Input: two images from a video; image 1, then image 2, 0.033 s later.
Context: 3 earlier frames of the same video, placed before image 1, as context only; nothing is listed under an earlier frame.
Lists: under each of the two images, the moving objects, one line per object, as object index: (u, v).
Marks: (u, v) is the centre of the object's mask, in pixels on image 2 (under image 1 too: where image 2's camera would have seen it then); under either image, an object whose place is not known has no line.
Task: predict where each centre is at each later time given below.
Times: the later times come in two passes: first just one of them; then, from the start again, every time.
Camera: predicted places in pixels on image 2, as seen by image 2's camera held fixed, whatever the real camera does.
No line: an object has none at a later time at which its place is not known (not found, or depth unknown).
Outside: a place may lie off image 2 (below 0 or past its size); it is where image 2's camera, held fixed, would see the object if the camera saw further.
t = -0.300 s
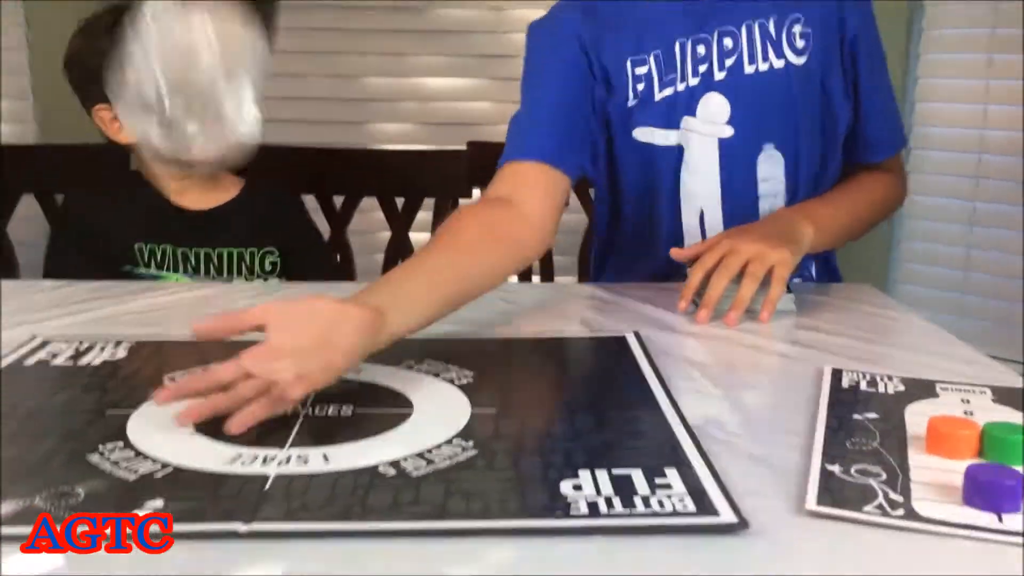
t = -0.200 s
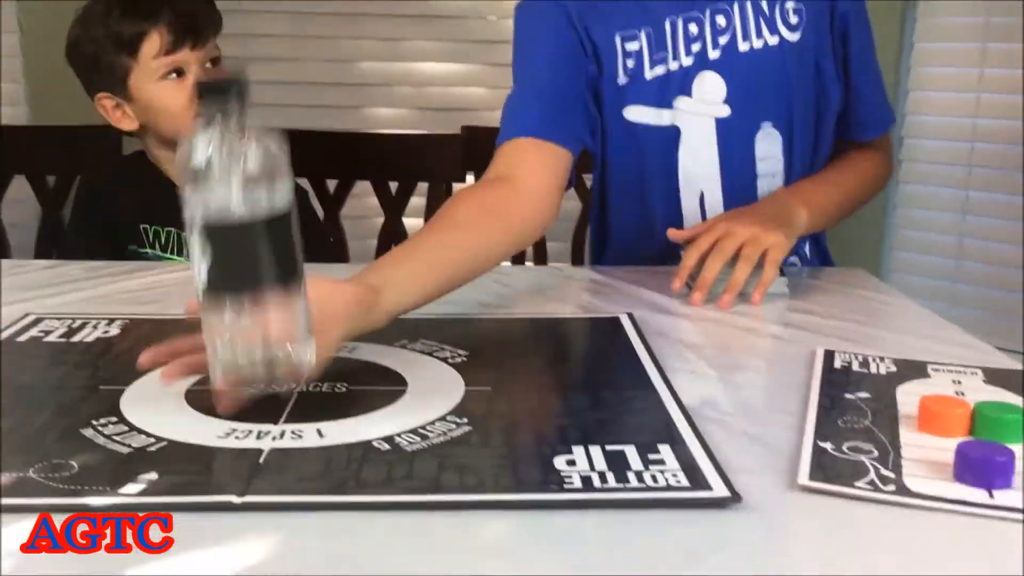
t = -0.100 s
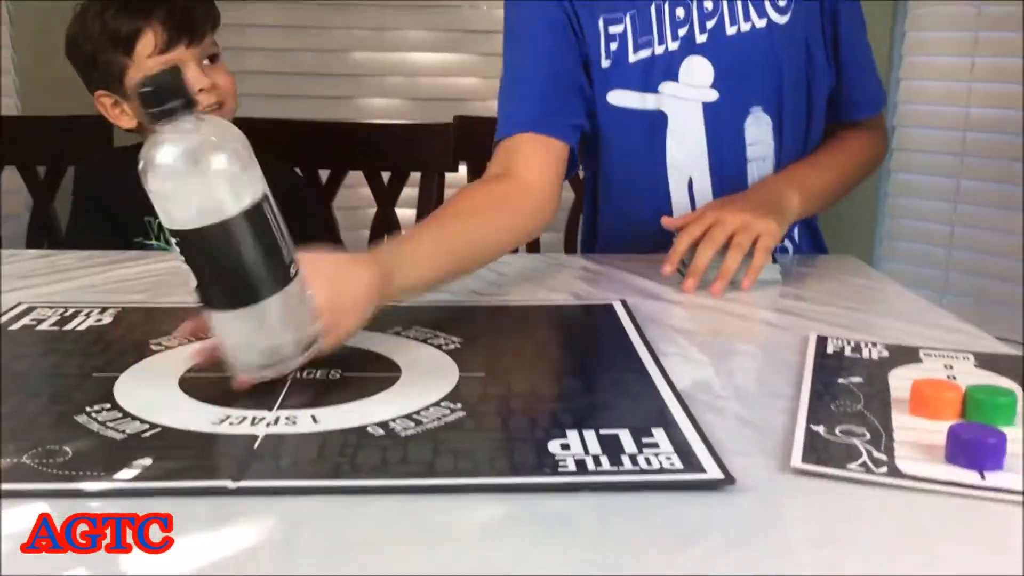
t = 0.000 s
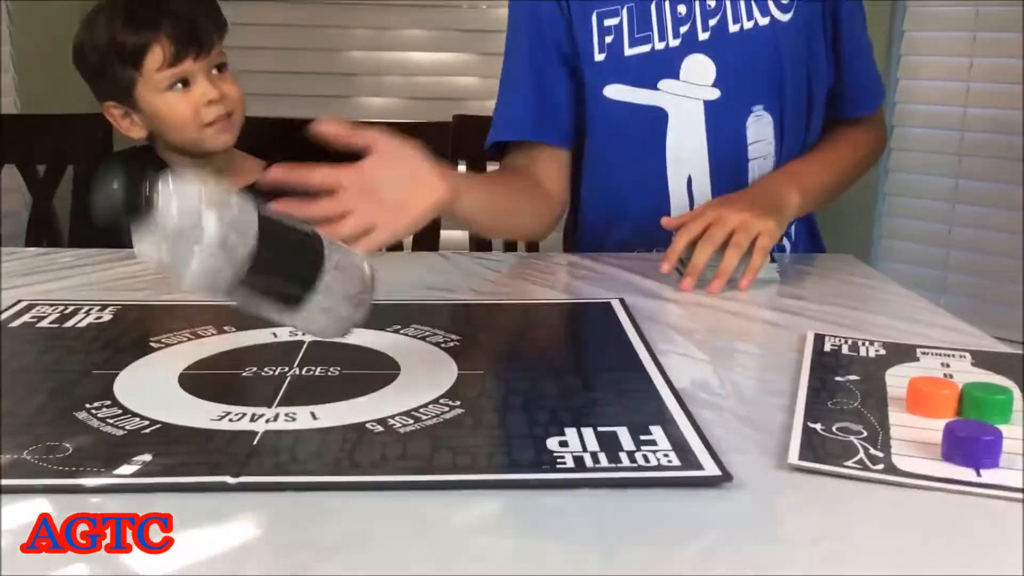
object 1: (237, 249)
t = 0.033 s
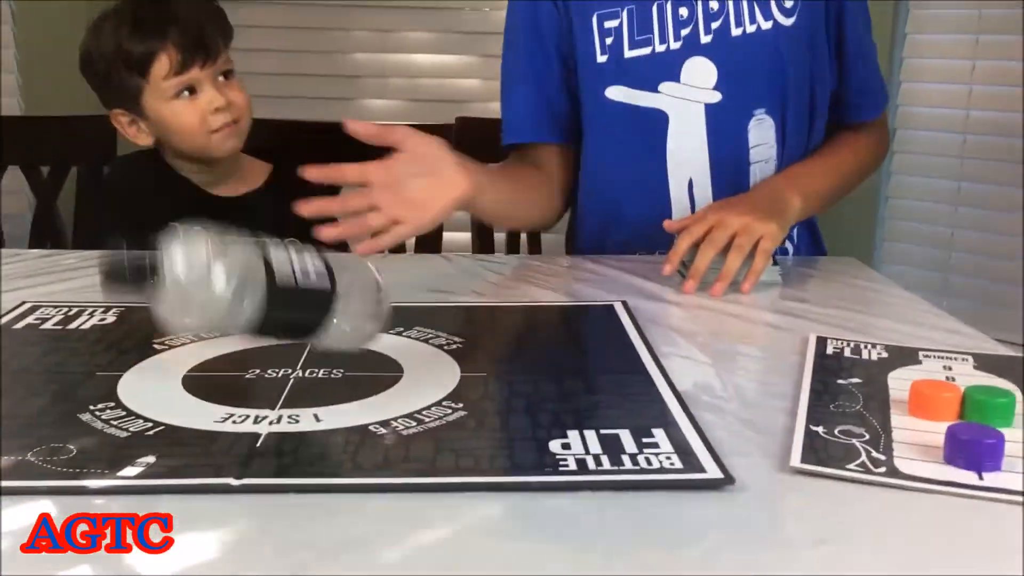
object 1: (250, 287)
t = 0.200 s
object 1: (274, 340)
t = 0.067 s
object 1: (279, 335)
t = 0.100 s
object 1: (269, 341)
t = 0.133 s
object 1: (273, 339)
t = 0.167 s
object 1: (274, 339)
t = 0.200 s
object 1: (274, 340)
